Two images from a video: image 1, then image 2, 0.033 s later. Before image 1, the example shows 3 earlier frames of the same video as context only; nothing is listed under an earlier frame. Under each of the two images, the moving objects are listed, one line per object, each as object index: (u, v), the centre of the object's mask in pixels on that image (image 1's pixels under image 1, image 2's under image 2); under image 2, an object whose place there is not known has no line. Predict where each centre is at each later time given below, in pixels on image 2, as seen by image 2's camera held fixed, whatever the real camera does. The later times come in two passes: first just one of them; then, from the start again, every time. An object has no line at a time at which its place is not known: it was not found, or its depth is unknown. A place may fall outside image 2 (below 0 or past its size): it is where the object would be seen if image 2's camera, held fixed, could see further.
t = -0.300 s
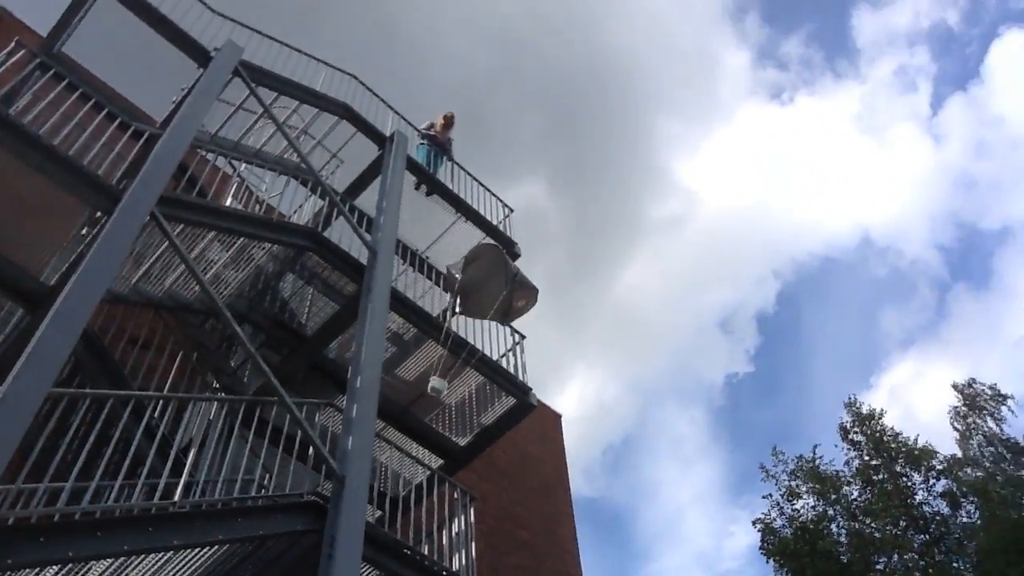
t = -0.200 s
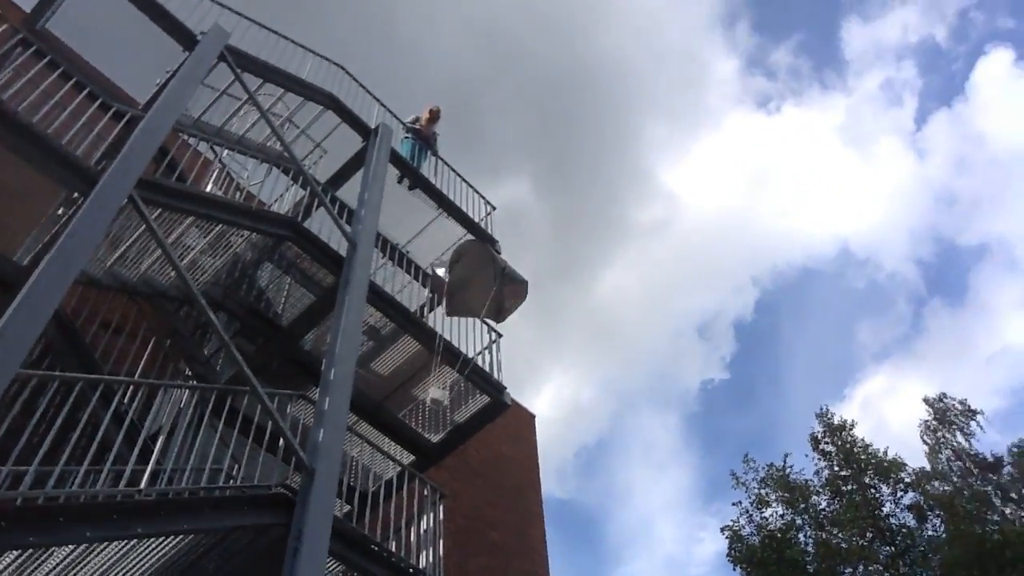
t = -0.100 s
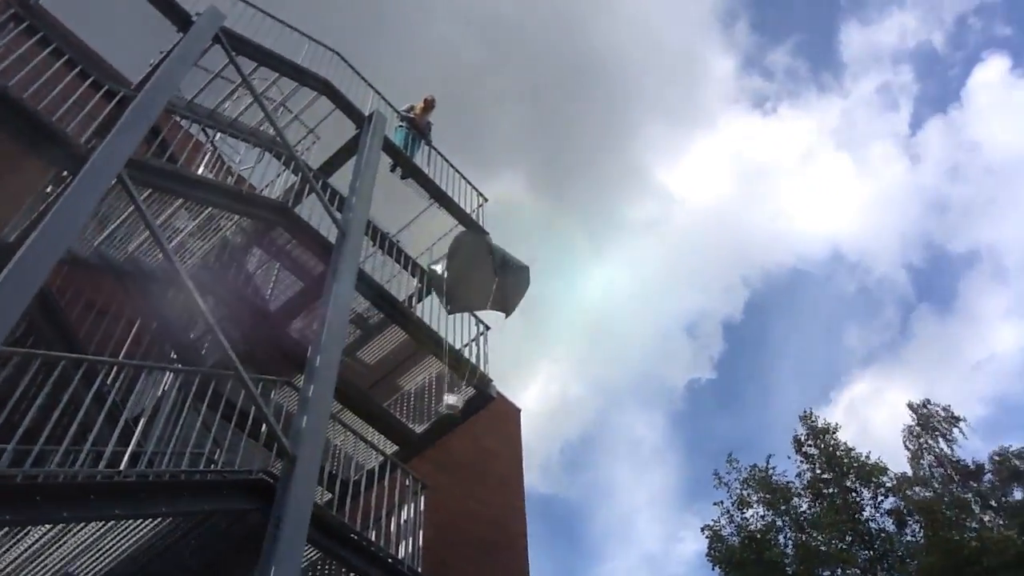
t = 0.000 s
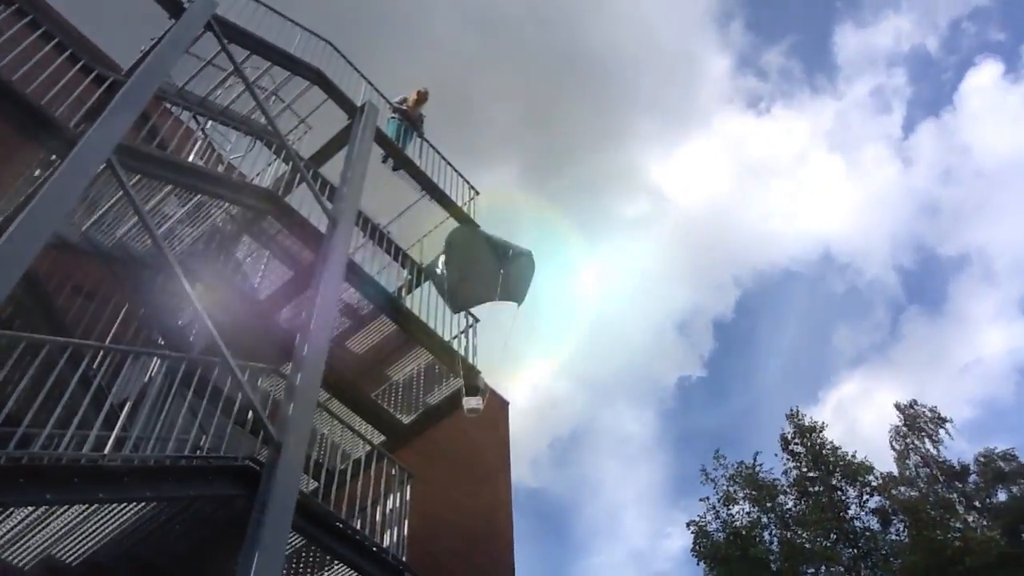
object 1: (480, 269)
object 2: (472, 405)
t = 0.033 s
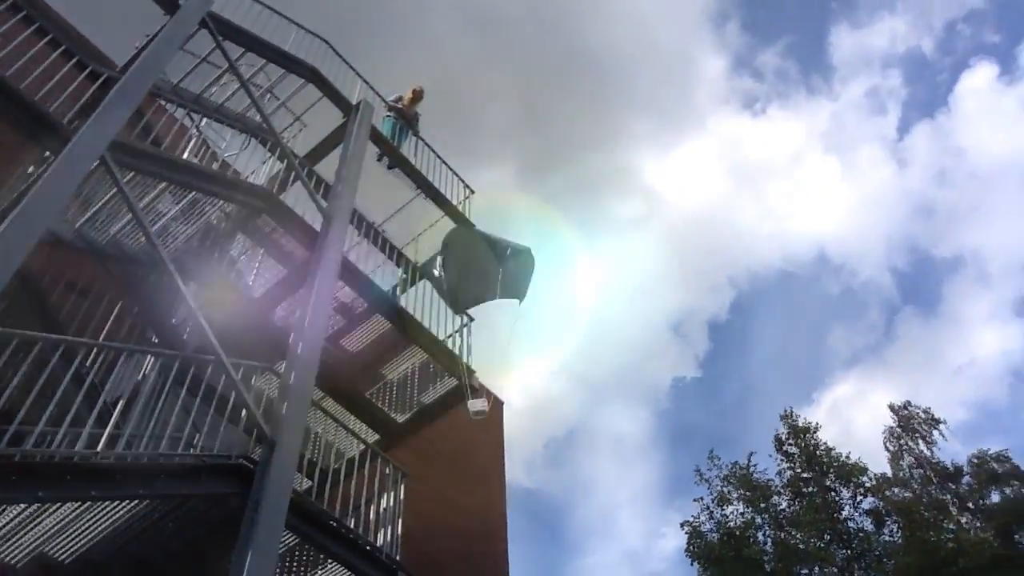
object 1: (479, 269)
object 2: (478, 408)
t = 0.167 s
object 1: (498, 268)
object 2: (523, 417)
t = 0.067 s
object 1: (484, 269)
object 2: (490, 410)
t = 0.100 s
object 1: (489, 269)
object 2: (501, 412)
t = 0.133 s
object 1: (494, 269)
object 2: (512, 415)
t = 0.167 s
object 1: (498, 268)
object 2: (523, 417)
